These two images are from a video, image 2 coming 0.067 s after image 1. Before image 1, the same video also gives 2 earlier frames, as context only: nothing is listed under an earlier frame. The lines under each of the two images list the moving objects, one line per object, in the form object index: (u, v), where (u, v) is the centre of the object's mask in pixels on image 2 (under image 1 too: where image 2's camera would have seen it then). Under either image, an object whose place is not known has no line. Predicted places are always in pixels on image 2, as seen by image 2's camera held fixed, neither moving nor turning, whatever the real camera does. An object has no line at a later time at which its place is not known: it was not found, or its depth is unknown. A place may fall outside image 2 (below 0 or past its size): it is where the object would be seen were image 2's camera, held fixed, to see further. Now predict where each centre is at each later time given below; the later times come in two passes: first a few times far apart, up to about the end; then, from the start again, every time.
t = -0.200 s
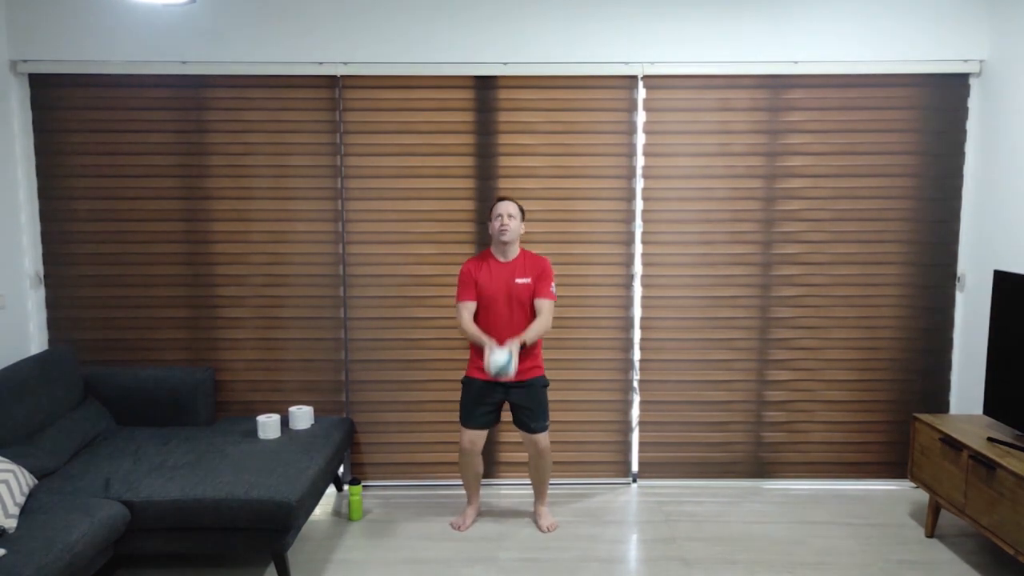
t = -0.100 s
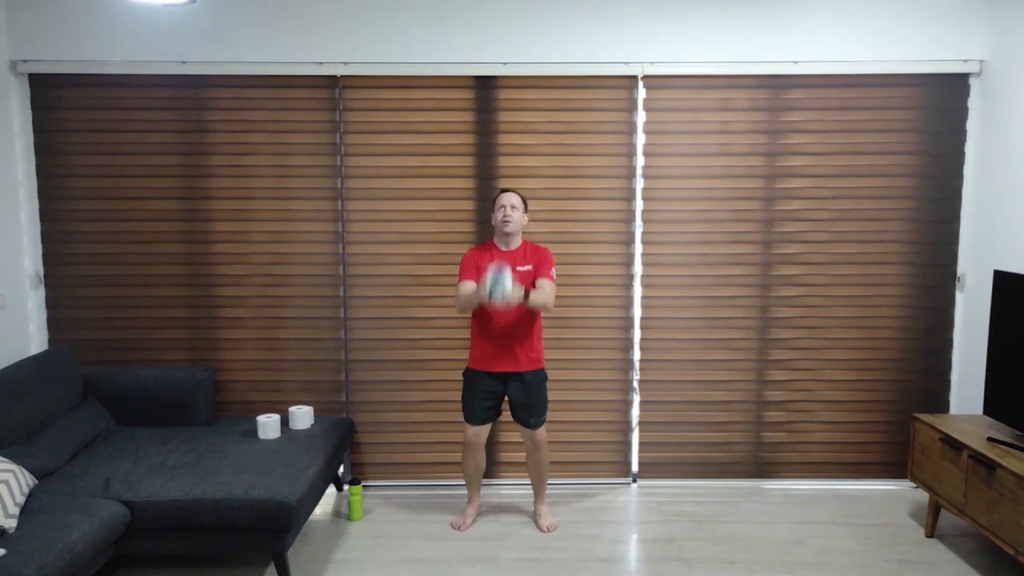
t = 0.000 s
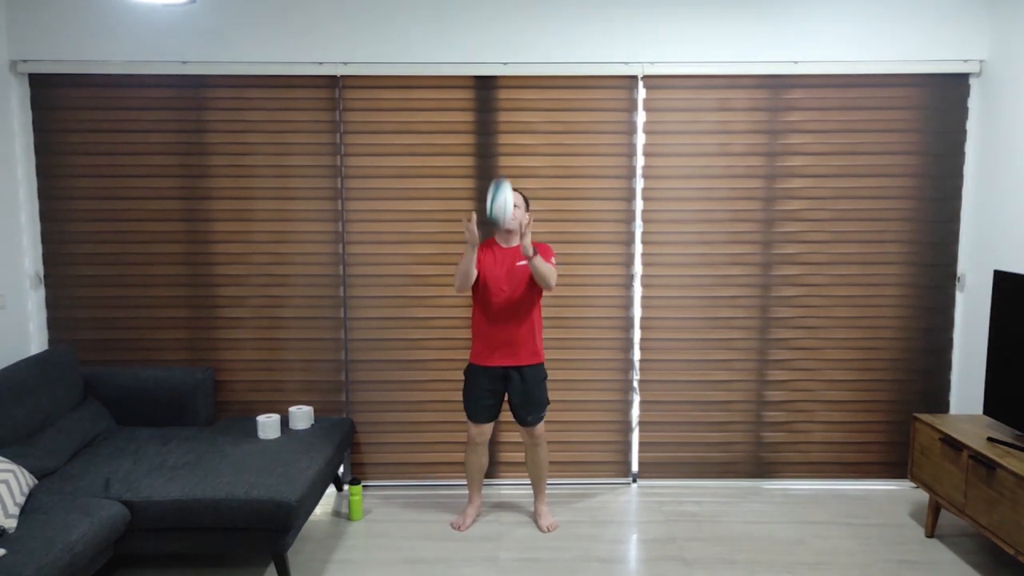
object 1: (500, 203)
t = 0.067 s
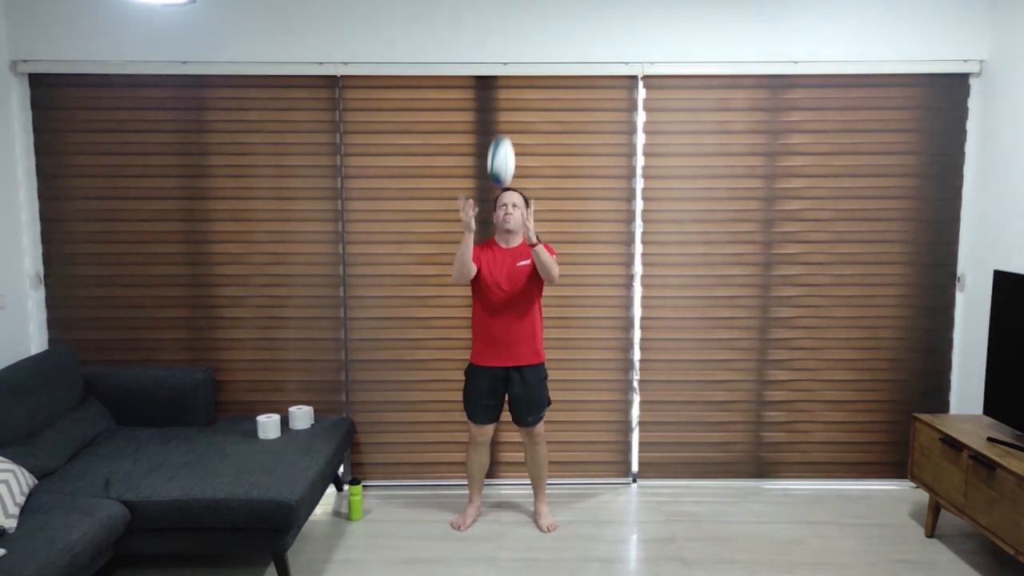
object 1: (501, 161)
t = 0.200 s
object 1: (503, 109)
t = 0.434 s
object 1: (506, 113)
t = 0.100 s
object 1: (502, 144)
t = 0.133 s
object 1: (502, 130)
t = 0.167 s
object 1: (502, 118)
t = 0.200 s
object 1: (503, 109)
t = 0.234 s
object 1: (503, 103)
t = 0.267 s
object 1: (504, 98)
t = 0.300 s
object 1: (504, 97)
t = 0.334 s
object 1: (504, 97)
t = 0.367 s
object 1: (505, 100)
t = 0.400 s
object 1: (506, 106)
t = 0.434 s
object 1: (506, 113)
